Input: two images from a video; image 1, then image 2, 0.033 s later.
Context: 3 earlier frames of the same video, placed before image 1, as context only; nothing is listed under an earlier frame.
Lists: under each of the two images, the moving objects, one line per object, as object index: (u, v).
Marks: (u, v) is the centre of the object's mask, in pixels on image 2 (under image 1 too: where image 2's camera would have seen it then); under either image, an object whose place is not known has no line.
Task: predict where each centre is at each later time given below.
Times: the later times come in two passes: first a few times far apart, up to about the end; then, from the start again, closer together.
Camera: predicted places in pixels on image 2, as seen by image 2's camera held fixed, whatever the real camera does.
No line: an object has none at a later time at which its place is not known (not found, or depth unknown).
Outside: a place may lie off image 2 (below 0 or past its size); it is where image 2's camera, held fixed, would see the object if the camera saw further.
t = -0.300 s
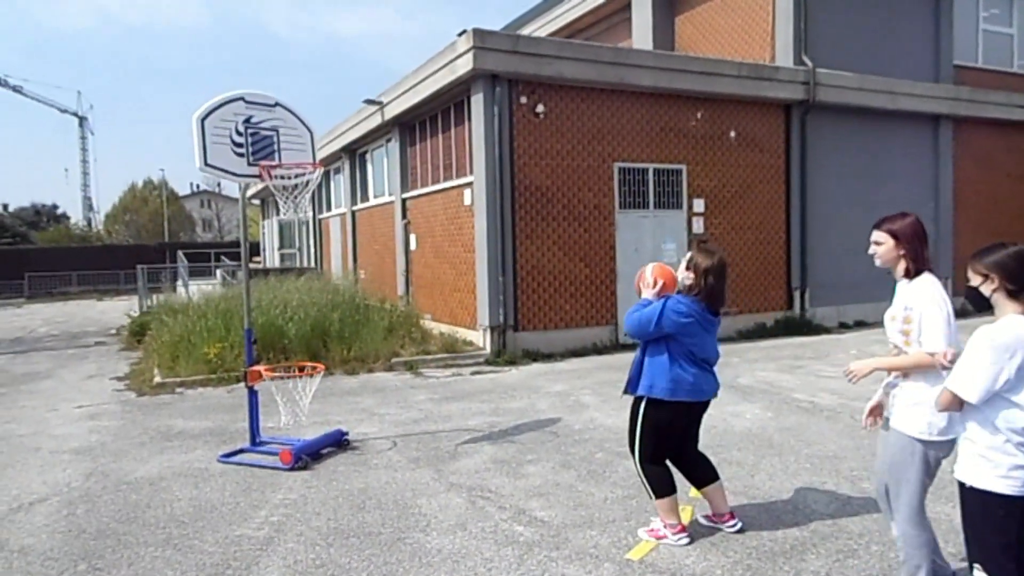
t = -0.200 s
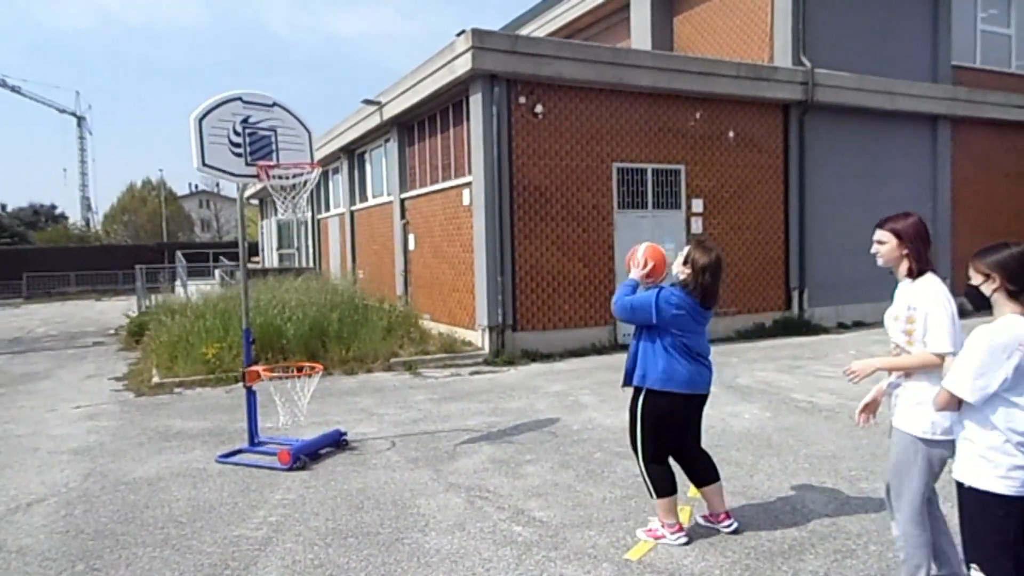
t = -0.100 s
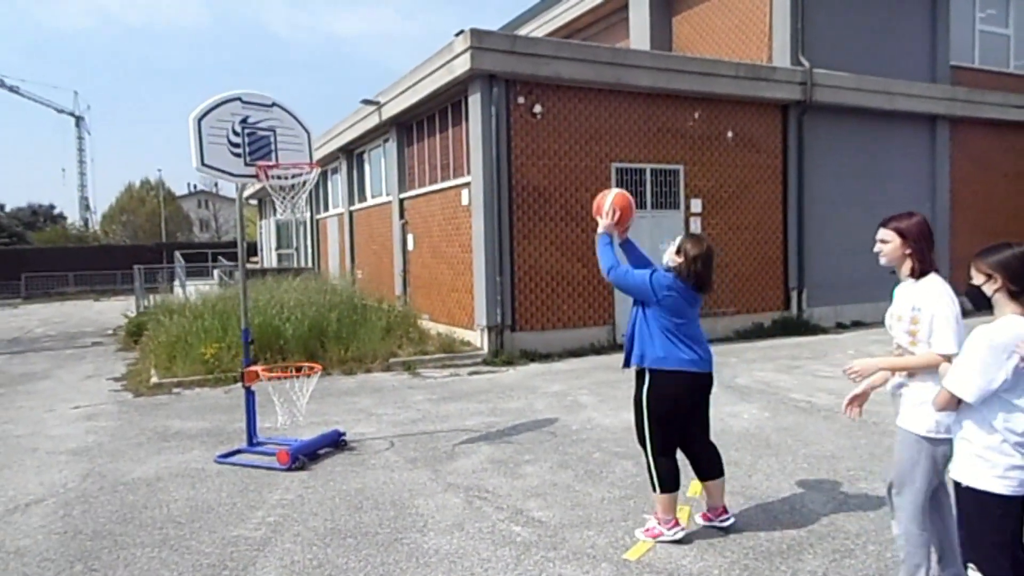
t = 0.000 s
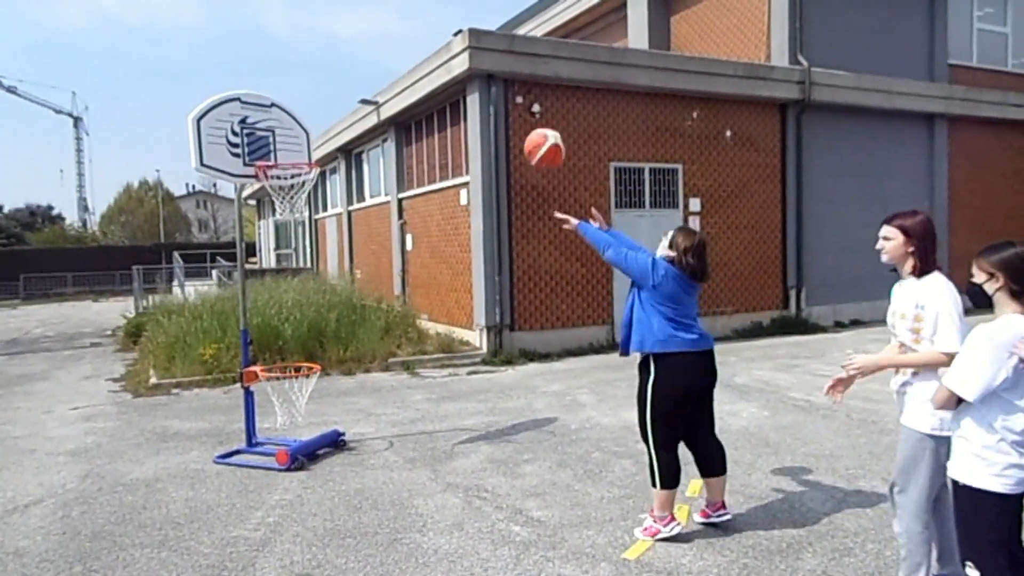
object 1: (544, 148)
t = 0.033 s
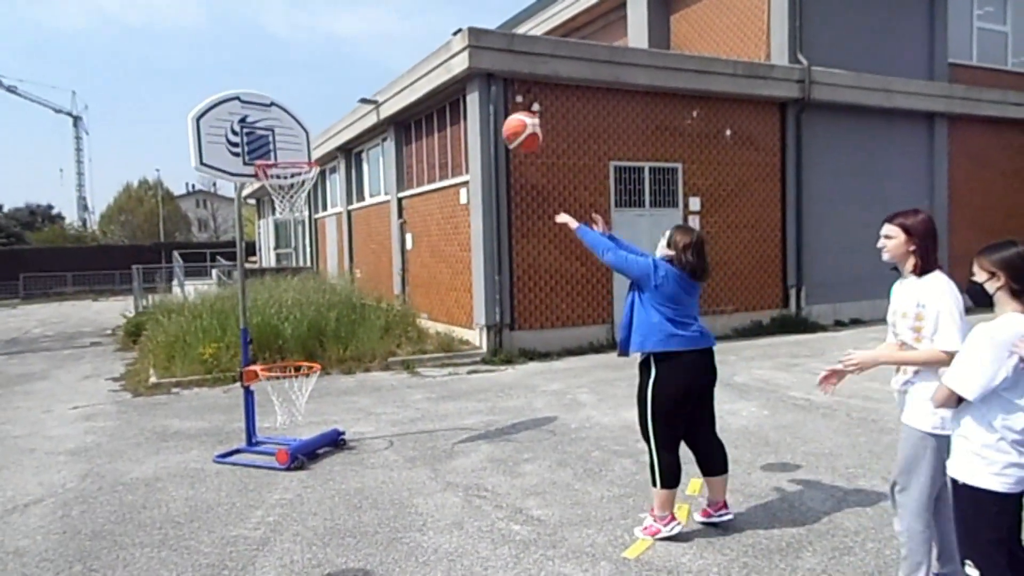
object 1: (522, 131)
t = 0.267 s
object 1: (385, 80)
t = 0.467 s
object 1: (286, 104)
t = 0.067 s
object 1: (501, 118)
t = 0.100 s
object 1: (480, 107)
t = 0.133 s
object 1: (460, 97)
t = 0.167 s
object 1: (441, 91)
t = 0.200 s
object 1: (422, 86)
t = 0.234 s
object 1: (403, 82)
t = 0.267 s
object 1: (385, 80)
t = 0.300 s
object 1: (368, 82)
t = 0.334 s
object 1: (351, 83)
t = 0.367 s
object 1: (333, 89)
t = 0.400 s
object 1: (317, 91)
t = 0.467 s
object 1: (286, 104)
